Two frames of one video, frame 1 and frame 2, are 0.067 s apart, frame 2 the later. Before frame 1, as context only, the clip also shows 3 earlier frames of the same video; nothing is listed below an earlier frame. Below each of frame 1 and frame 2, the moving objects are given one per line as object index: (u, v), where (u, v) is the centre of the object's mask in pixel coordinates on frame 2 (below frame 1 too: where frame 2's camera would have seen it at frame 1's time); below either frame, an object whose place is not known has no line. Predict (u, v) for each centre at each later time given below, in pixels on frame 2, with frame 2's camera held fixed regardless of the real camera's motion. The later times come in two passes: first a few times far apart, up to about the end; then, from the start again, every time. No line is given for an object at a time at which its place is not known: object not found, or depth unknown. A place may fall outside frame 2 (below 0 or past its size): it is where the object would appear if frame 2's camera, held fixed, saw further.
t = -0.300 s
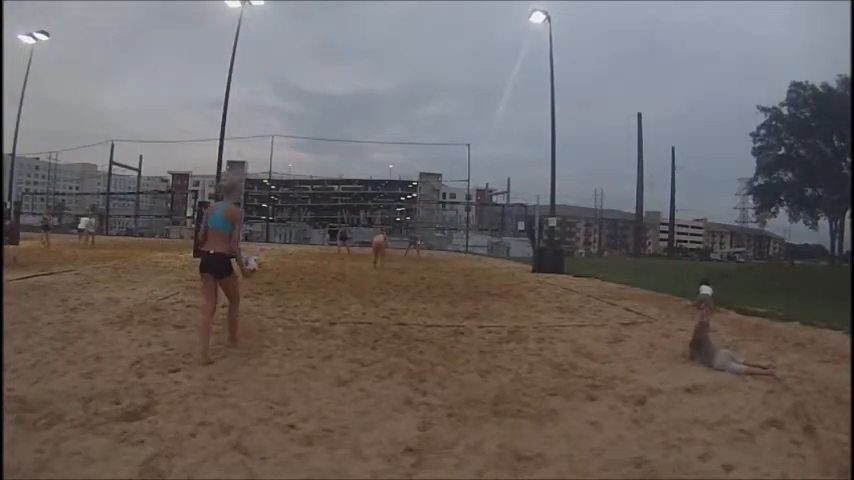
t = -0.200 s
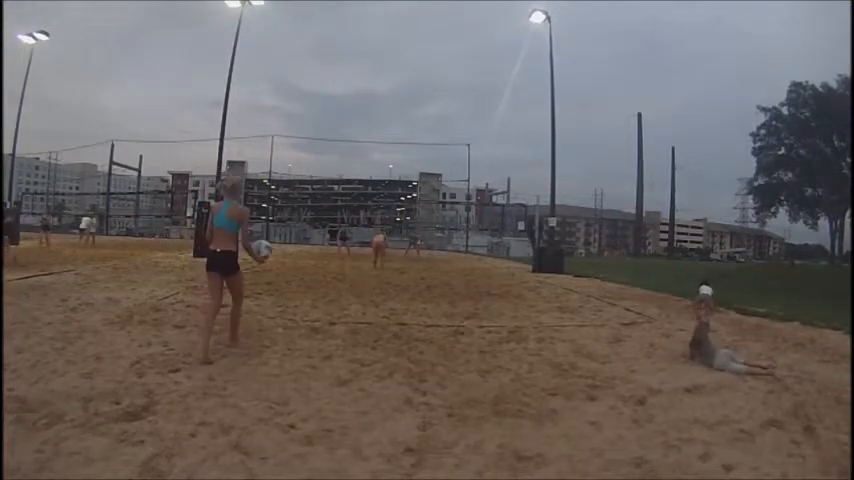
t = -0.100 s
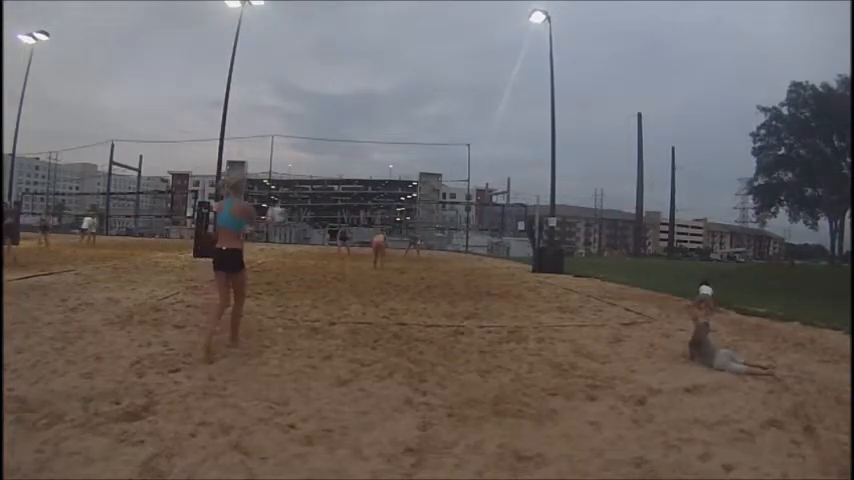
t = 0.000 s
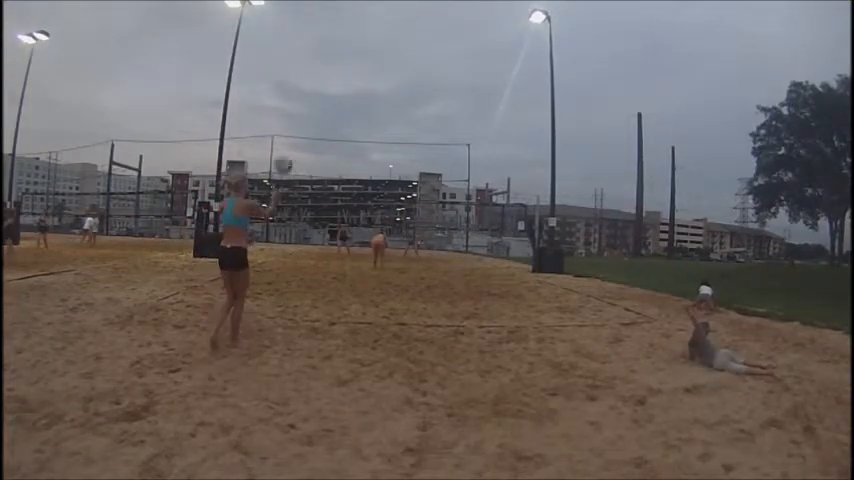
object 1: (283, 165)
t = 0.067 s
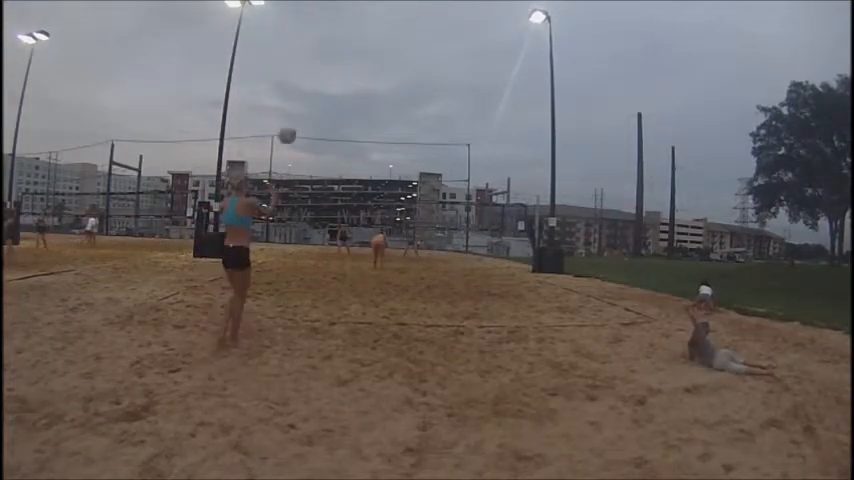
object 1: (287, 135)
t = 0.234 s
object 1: (295, 81)
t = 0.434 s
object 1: (301, 49)
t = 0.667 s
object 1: (303, 49)
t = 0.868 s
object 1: (300, 78)
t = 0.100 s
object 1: (288, 121)
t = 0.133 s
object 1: (290, 110)
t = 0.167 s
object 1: (291, 99)
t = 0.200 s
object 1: (293, 89)
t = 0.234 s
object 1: (295, 81)
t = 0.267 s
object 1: (296, 73)
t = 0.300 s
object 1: (297, 66)
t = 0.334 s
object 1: (298, 61)
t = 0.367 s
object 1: (300, 56)
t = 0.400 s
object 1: (300, 52)
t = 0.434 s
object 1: (301, 49)
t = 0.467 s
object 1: (302, 46)
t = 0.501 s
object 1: (302, 45)
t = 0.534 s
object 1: (303, 44)
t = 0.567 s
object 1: (303, 44)
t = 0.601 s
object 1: (303, 44)
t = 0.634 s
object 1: (303, 46)
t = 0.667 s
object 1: (303, 49)
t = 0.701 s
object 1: (303, 51)
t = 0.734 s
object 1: (303, 55)
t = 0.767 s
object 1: (302, 60)
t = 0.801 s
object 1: (301, 65)
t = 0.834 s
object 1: (301, 72)
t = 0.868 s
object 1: (300, 78)
